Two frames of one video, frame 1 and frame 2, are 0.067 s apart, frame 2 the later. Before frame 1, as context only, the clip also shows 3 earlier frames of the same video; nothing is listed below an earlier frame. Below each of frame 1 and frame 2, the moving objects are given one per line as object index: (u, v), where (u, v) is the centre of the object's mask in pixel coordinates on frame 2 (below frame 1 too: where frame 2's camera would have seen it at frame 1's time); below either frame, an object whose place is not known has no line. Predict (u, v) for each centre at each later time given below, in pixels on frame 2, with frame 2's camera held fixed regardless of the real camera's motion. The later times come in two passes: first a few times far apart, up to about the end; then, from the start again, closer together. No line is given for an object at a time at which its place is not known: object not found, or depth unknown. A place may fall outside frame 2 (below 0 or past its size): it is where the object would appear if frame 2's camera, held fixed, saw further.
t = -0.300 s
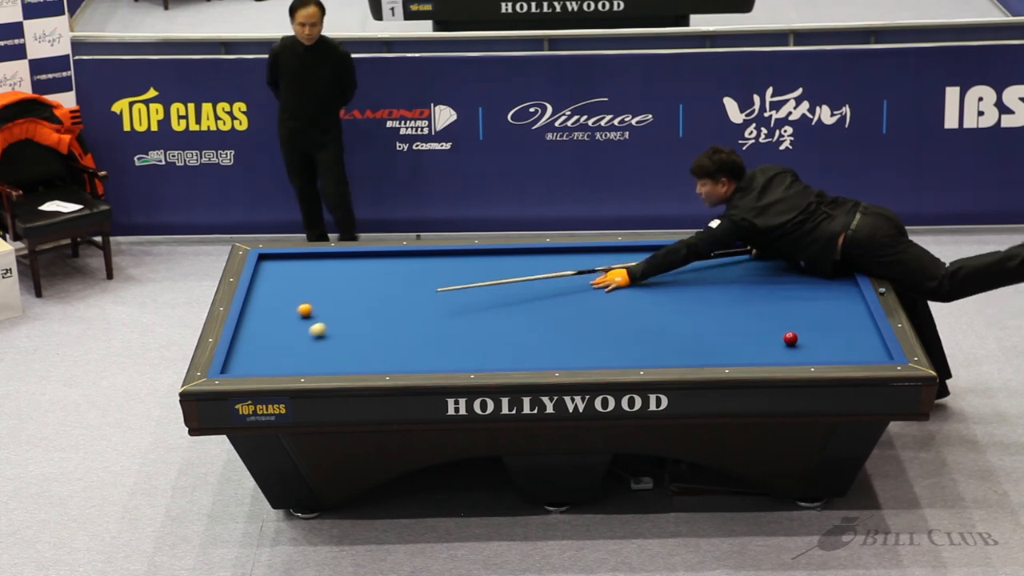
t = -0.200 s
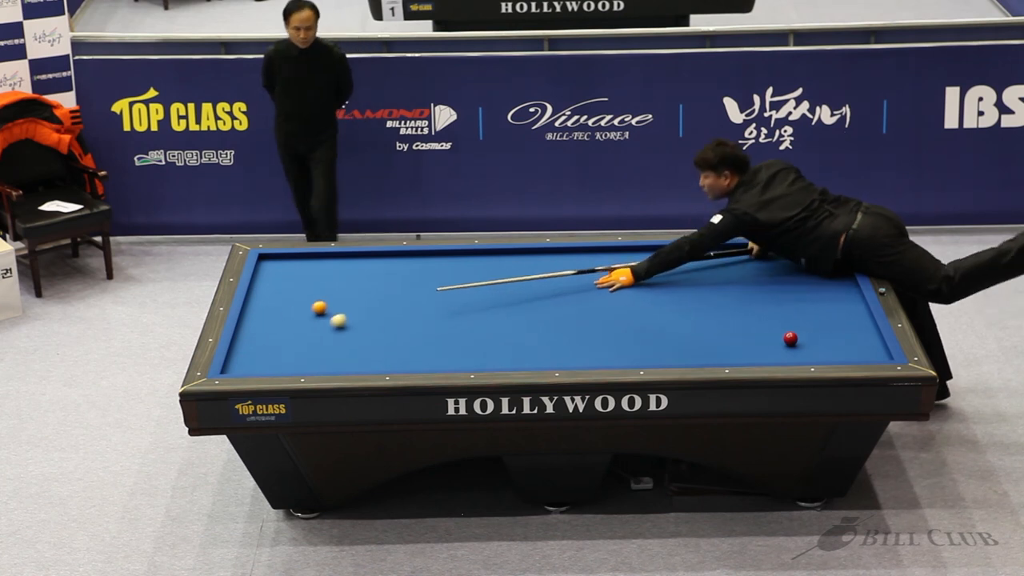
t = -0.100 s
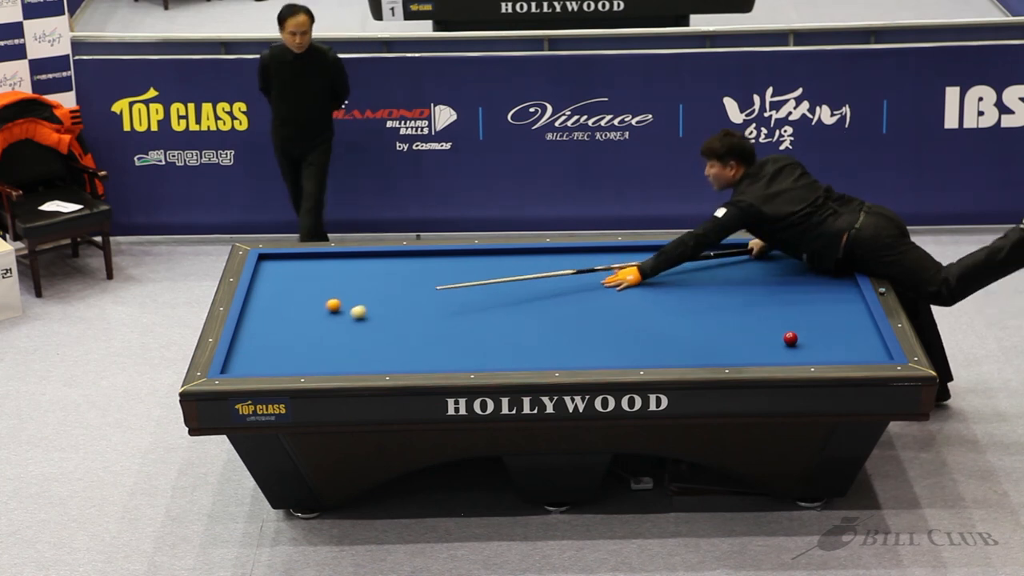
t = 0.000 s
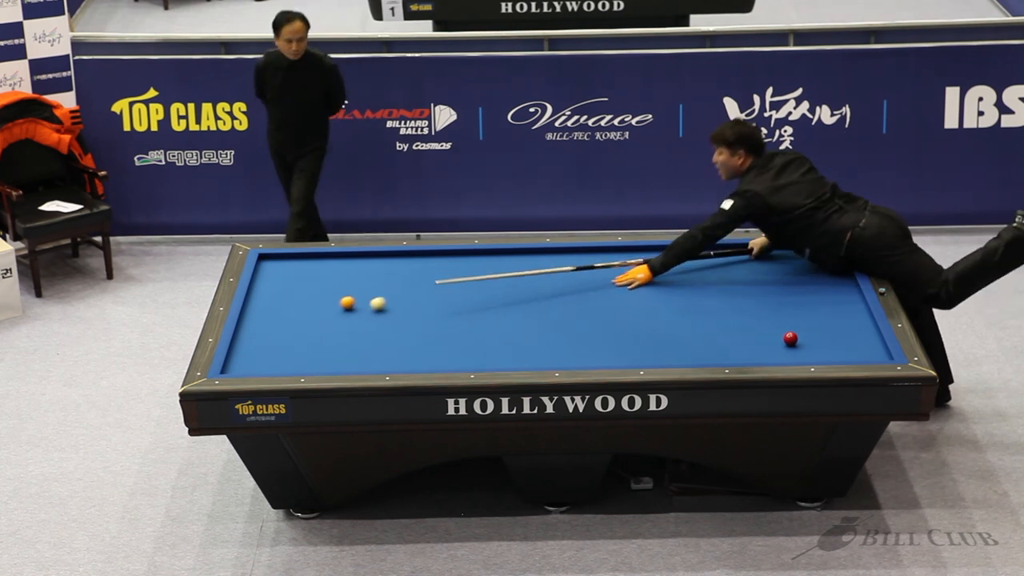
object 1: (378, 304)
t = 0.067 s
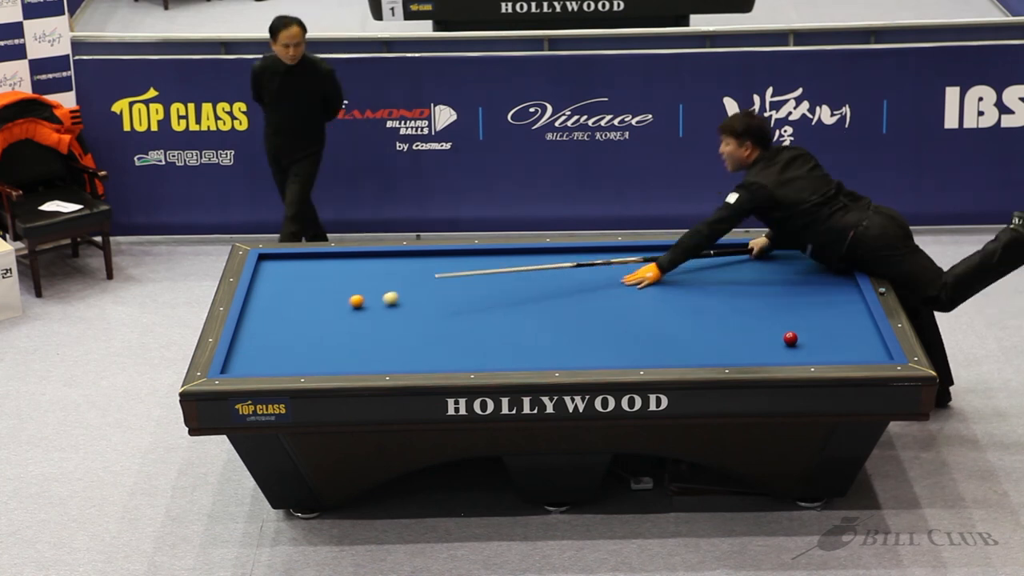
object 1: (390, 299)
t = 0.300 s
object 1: (433, 280)
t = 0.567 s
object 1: (479, 260)
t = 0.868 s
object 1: (531, 260)
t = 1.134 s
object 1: (579, 269)
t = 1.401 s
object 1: (629, 279)
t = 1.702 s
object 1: (684, 290)
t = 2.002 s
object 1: (741, 302)
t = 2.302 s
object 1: (799, 313)
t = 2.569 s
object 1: (851, 323)
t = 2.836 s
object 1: (855, 336)
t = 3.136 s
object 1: (829, 351)
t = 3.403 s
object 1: (803, 356)
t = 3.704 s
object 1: (769, 350)
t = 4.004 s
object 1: (737, 342)
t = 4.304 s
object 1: (707, 335)
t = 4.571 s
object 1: (680, 329)
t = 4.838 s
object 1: (656, 323)
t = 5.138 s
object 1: (629, 317)
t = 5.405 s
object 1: (606, 312)
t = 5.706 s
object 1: (582, 307)
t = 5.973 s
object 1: (562, 302)
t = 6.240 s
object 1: (542, 298)
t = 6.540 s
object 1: (521, 293)
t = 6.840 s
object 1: (501, 289)
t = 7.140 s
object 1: (482, 285)
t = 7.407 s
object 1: (465, 281)
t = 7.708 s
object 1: (448, 277)
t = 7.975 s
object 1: (433, 274)
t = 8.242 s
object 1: (420, 271)
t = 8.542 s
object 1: (405, 268)
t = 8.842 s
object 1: (392, 265)
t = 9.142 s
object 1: (379, 263)
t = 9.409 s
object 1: (368, 261)
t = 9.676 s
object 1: (357, 258)
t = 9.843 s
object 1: (352, 257)
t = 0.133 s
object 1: (403, 294)
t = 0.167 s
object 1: (409, 291)
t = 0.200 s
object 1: (415, 288)
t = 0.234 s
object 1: (421, 285)
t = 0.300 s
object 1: (433, 280)
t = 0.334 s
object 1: (439, 278)
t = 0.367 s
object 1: (445, 275)
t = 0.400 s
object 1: (450, 273)
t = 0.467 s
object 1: (462, 268)
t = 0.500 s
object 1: (468, 265)
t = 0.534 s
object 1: (473, 263)
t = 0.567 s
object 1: (479, 260)
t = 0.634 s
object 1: (490, 255)
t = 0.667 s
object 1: (495, 253)
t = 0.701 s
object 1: (501, 252)
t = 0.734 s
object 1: (507, 254)
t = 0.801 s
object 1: (519, 257)
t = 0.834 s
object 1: (525, 258)
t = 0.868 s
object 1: (531, 260)
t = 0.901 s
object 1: (537, 261)
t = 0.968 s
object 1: (549, 263)
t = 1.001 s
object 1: (555, 264)
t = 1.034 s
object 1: (561, 266)
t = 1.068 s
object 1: (567, 267)
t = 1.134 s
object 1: (579, 269)
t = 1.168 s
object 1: (586, 270)
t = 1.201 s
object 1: (592, 272)
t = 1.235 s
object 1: (598, 273)
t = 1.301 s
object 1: (610, 275)
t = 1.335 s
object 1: (616, 277)
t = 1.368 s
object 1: (622, 278)
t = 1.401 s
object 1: (629, 279)
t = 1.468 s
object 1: (641, 282)
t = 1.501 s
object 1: (647, 283)
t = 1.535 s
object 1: (653, 284)
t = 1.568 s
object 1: (659, 285)
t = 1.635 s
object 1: (672, 288)
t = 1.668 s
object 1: (678, 289)
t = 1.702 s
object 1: (684, 290)
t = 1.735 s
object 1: (691, 292)
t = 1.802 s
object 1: (703, 294)
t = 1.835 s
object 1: (709, 295)
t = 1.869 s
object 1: (716, 296)
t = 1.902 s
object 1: (722, 298)
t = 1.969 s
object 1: (735, 300)
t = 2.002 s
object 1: (741, 302)
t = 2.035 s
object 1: (747, 303)
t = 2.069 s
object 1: (754, 304)
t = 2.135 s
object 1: (767, 307)
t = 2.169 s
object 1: (773, 308)
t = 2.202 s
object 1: (780, 309)
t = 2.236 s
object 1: (786, 310)
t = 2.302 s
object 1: (799, 313)
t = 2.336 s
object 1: (805, 314)
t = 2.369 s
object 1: (812, 316)
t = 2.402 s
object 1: (819, 317)
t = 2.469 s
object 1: (832, 320)
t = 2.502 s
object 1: (838, 321)
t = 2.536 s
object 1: (845, 322)
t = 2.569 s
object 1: (851, 323)
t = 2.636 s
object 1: (865, 326)
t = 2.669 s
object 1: (871, 328)
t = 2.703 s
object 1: (868, 329)
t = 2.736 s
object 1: (864, 331)
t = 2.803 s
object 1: (858, 335)
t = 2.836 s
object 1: (855, 336)
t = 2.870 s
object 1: (852, 338)
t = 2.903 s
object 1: (849, 340)
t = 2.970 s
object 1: (843, 343)
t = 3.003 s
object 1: (840, 345)
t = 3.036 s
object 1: (837, 346)
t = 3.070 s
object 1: (835, 348)
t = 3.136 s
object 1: (829, 351)
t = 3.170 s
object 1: (826, 353)
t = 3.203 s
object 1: (823, 354)
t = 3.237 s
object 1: (820, 355)
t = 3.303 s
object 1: (814, 357)
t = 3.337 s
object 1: (810, 357)
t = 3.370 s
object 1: (807, 356)
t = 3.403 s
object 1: (803, 356)
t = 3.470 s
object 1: (795, 355)
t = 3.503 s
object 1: (792, 354)
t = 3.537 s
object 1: (787, 354)
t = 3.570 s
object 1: (784, 353)
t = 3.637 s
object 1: (777, 352)
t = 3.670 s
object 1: (773, 350)
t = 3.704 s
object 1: (769, 350)
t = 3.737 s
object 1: (765, 349)
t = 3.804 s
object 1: (758, 347)
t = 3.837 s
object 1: (755, 346)
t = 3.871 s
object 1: (751, 345)
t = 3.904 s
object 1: (748, 345)
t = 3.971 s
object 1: (741, 343)
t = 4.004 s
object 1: (737, 342)
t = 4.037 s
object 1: (734, 341)
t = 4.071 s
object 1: (730, 341)
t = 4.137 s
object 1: (723, 339)
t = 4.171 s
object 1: (720, 338)
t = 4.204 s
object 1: (717, 337)
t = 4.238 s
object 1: (713, 336)
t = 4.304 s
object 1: (707, 335)
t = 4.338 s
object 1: (703, 334)
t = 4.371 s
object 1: (700, 334)
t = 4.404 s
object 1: (697, 333)
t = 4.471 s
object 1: (690, 331)
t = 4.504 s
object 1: (687, 331)
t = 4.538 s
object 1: (684, 330)
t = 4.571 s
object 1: (680, 329)
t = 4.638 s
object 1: (674, 328)
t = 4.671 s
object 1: (671, 327)
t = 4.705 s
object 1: (668, 326)
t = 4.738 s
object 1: (665, 325)
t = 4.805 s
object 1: (659, 324)
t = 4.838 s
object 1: (656, 323)
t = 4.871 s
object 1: (653, 323)
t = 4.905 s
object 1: (650, 322)
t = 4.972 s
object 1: (644, 321)
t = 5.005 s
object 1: (641, 320)
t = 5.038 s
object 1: (638, 319)
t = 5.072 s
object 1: (635, 319)
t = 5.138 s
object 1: (629, 317)
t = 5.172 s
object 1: (626, 317)
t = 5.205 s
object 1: (623, 316)
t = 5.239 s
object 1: (620, 316)
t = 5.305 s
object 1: (615, 314)
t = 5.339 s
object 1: (612, 314)
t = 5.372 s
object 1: (609, 313)
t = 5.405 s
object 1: (606, 312)
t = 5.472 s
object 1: (601, 311)
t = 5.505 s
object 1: (598, 310)
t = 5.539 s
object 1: (596, 310)
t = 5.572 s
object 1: (593, 309)
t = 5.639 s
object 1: (588, 308)
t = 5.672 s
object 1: (585, 308)
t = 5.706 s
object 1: (582, 307)
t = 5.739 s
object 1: (580, 306)
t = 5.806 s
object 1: (574, 305)
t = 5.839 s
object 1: (572, 305)
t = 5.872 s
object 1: (569, 304)
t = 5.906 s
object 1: (567, 303)
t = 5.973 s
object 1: (562, 302)
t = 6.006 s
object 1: (559, 302)
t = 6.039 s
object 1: (557, 301)
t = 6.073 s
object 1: (554, 301)
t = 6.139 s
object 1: (549, 300)
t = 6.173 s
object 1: (547, 299)
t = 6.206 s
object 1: (544, 299)
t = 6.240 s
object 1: (542, 298)
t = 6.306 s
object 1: (537, 297)
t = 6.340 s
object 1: (535, 296)
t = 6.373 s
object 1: (533, 296)
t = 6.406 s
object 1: (530, 295)
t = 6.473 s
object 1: (525, 294)
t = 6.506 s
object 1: (523, 294)
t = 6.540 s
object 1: (521, 293)
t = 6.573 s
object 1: (519, 293)
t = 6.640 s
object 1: (514, 292)
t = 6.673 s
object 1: (512, 291)
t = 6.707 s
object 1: (510, 291)
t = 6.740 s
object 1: (507, 290)
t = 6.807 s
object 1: (503, 289)
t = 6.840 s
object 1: (501, 289)
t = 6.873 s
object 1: (499, 288)
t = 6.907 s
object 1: (497, 288)
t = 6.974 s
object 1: (492, 287)
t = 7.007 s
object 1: (490, 287)
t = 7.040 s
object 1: (488, 286)
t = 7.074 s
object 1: (486, 286)
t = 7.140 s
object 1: (482, 285)
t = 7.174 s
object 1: (480, 284)
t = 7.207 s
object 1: (478, 284)
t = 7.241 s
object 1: (476, 284)
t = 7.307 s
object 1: (471, 283)
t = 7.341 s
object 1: (469, 282)
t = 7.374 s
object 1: (467, 282)
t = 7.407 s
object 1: (465, 281)
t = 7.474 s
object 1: (461, 280)
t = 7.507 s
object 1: (459, 280)
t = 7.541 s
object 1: (458, 280)
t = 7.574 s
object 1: (456, 279)
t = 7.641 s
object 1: (452, 278)
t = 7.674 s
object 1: (450, 278)
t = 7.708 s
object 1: (448, 277)
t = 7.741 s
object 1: (446, 277)
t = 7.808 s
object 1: (442, 276)
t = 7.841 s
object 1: (441, 276)
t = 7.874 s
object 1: (439, 276)
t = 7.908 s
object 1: (437, 275)
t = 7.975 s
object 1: (433, 274)
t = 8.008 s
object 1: (431, 274)
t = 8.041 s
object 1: (430, 274)
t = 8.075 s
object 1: (428, 273)
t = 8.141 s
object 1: (425, 273)
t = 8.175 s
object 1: (423, 272)
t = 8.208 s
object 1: (421, 272)
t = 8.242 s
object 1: (420, 271)
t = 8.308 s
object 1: (416, 271)
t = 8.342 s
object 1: (415, 270)
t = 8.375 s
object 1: (413, 270)
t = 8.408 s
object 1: (412, 270)
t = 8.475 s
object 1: (408, 269)
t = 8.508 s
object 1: (407, 269)
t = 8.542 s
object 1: (405, 268)
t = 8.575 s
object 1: (404, 268)
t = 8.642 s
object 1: (400, 268)
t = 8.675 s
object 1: (399, 267)
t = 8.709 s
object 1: (397, 267)
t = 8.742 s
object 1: (396, 267)
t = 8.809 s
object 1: (393, 266)
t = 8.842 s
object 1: (392, 265)
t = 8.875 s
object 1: (390, 265)
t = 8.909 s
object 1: (388, 265)
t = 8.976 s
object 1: (386, 264)
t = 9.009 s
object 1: (384, 264)
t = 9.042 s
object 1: (383, 264)
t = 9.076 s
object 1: (381, 263)
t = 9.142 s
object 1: (379, 263)
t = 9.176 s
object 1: (377, 263)
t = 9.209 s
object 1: (376, 262)
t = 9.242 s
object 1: (374, 262)
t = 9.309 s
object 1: (372, 261)
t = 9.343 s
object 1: (370, 261)
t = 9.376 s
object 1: (369, 261)
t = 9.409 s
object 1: (368, 261)
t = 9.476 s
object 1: (365, 260)
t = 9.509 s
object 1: (364, 260)
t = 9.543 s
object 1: (362, 259)
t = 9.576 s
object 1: (361, 259)
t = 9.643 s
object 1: (359, 259)
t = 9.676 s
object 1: (357, 258)
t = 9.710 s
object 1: (356, 258)
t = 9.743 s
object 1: (355, 258)
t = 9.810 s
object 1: (353, 257)
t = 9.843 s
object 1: (352, 257)
